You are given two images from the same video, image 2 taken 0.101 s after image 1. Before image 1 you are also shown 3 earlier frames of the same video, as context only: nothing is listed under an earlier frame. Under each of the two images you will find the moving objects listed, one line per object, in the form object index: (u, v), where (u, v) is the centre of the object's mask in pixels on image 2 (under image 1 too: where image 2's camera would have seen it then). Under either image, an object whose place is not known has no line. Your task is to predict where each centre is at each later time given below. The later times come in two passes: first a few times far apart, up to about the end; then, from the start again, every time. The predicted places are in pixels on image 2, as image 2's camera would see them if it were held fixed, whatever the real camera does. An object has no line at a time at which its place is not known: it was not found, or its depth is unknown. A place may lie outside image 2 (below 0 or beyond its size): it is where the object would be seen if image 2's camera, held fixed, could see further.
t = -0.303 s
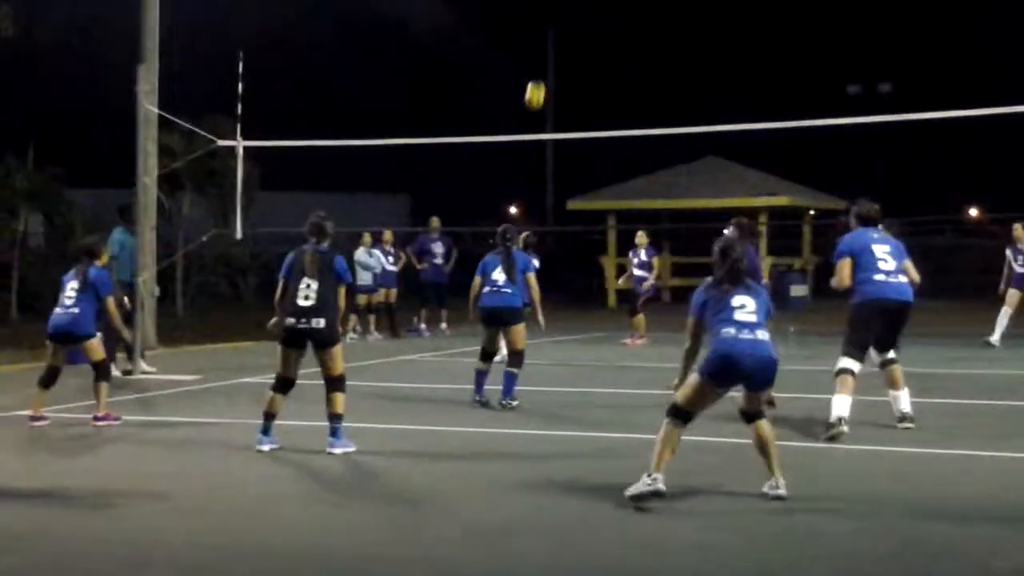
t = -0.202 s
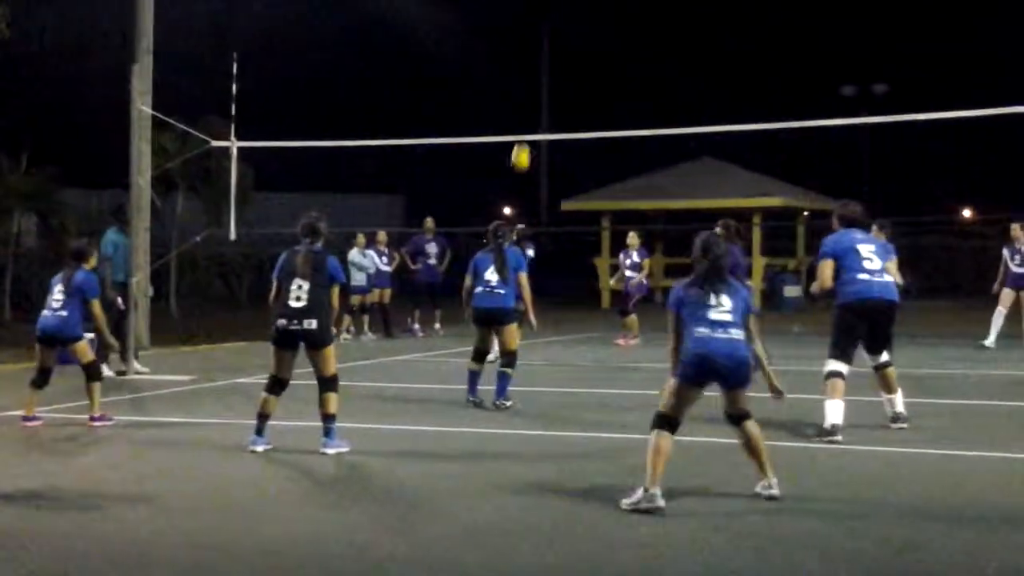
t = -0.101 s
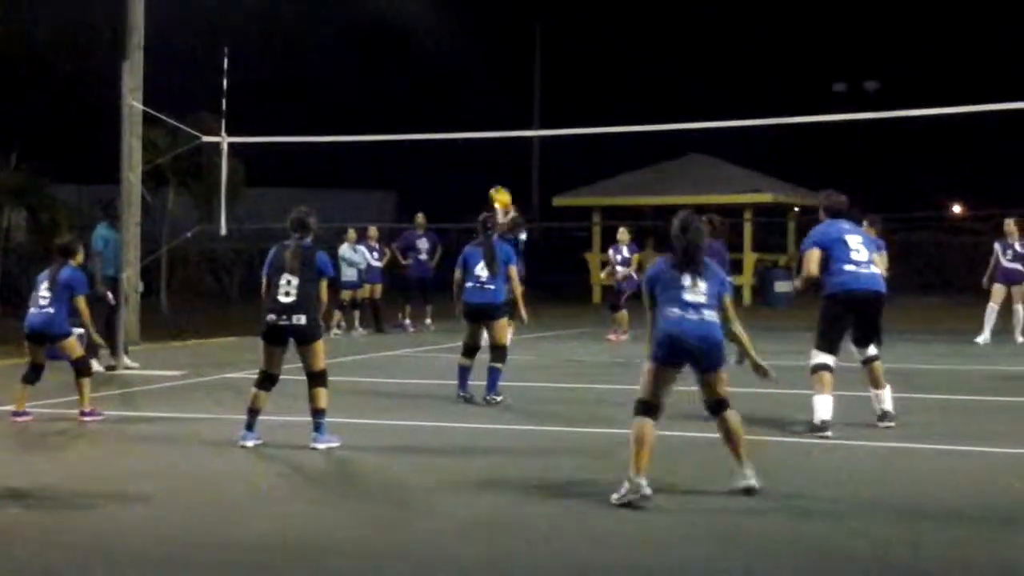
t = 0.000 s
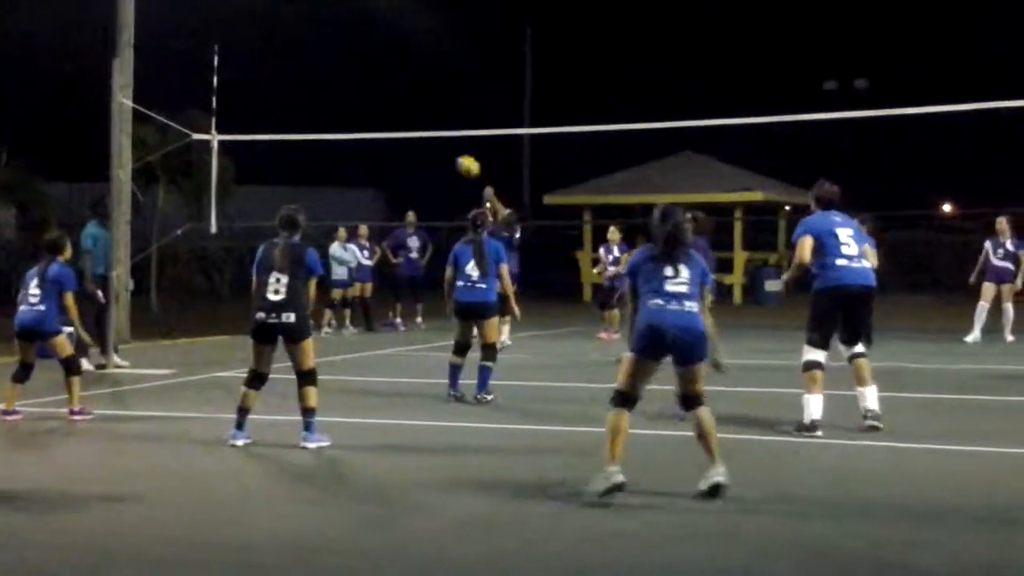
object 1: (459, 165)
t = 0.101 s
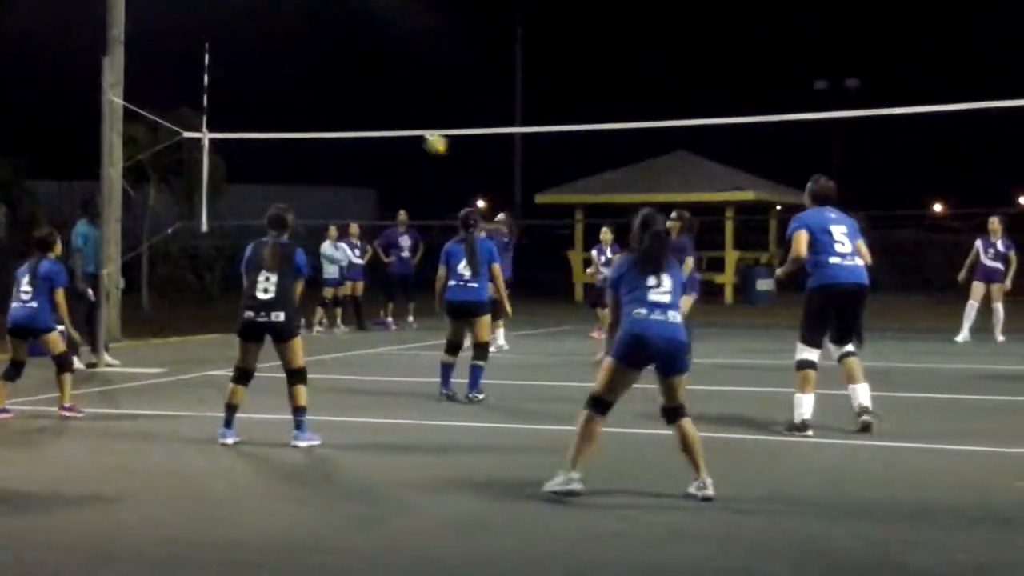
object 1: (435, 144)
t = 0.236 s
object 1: (399, 128)
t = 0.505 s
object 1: (329, 132)
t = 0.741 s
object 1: (270, 194)
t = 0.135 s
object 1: (427, 138)
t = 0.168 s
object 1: (417, 133)
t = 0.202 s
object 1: (409, 130)
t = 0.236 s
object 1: (399, 128)
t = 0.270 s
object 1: (390, 127)
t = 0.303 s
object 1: (381, 127)
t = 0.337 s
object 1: (370, 128)
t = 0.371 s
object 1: (363, 126)
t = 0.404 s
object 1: (354, 127)
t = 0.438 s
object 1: (346, 127)
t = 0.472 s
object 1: (338, 128)
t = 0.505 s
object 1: (329, 132)
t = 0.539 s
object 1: (320, 136)
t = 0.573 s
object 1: (312, 142)
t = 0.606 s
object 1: (304, 149)
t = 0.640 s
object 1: (296, 157)
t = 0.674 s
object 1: (286, 169)
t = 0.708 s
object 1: (278, 181)
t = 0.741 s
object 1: (270, 194)
